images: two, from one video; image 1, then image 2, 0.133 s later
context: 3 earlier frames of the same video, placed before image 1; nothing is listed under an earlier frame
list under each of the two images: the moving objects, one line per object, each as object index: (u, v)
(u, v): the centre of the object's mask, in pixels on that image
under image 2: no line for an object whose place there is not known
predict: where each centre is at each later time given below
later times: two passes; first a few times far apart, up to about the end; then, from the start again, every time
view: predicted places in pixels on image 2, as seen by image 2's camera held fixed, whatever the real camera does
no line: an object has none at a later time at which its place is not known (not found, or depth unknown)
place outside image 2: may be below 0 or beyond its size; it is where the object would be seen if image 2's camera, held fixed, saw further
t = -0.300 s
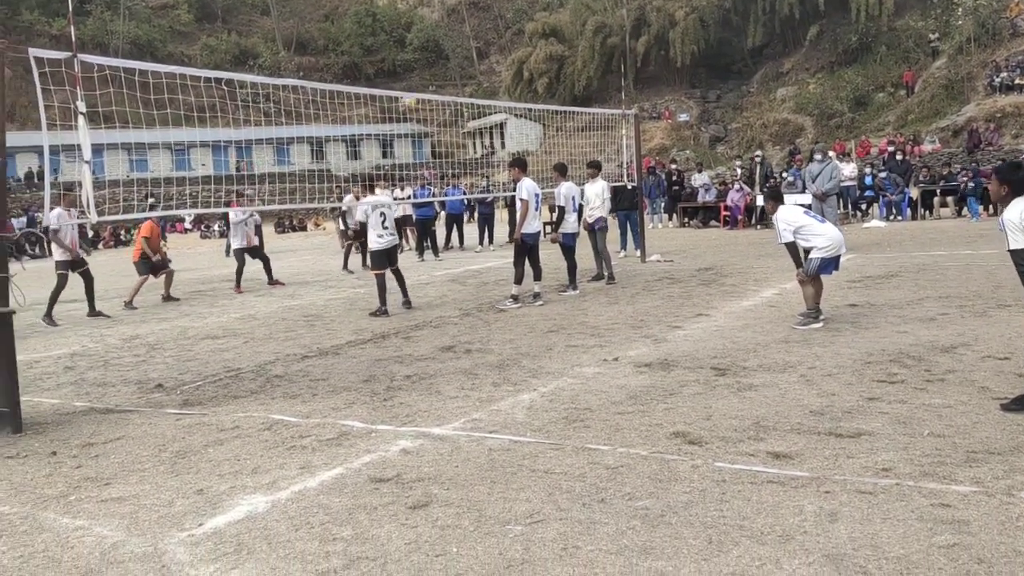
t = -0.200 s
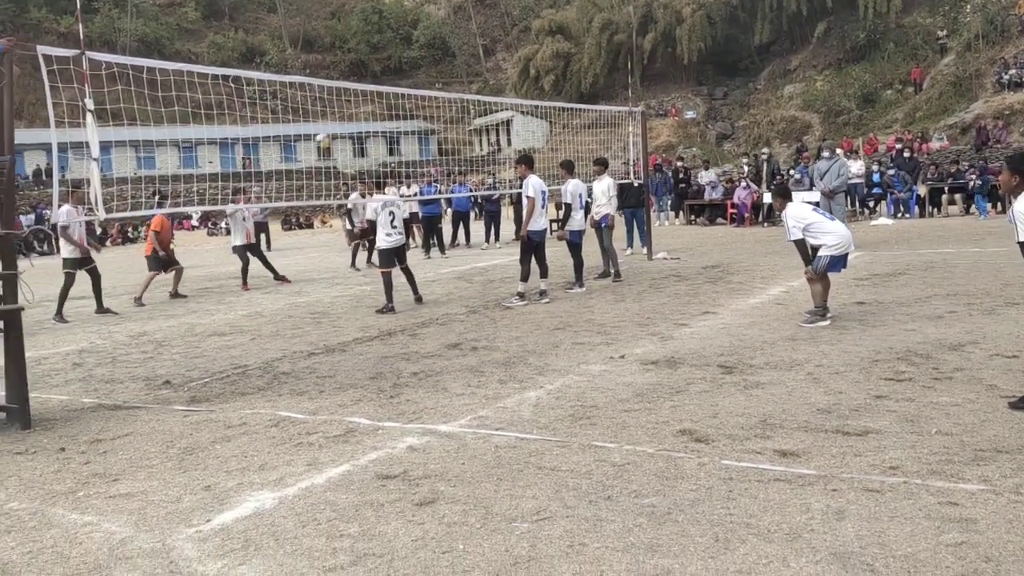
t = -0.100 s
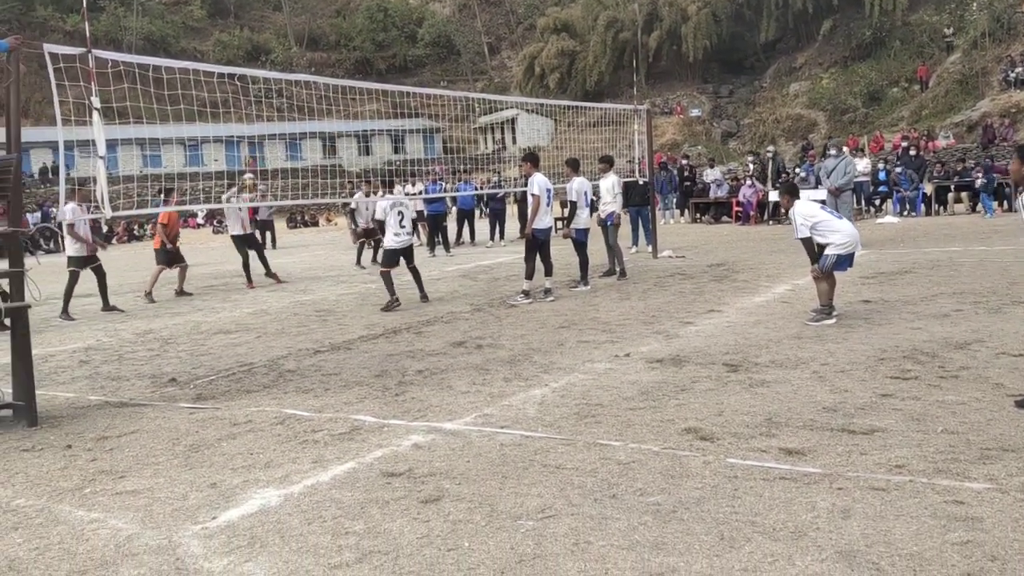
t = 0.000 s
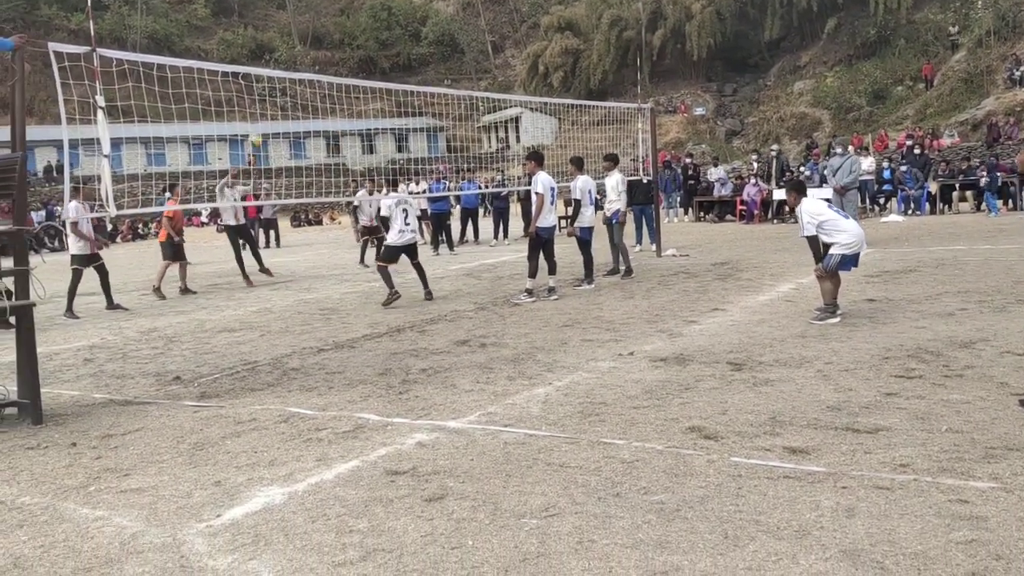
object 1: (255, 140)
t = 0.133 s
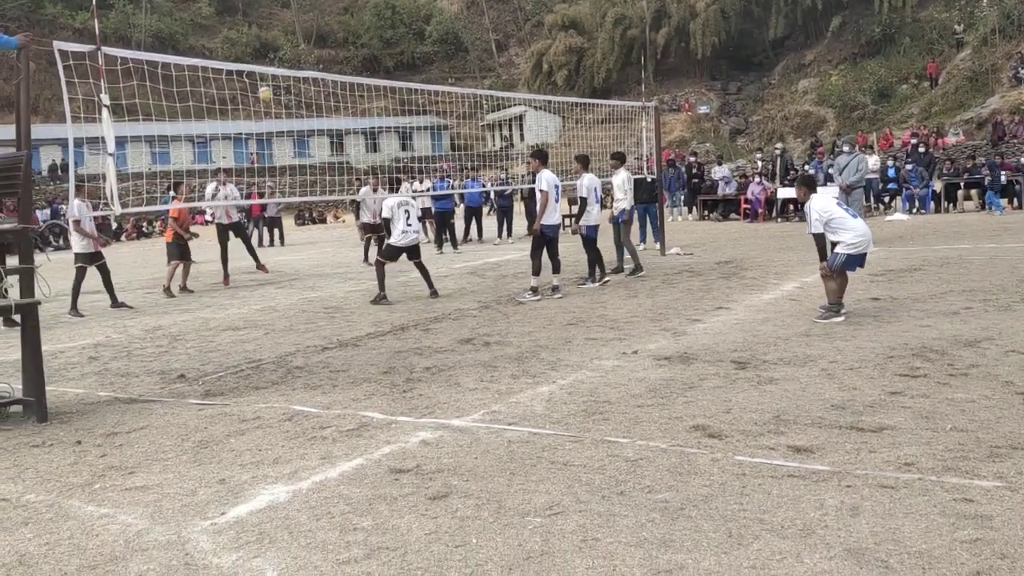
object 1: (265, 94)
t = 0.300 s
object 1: (274, 52)
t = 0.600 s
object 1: (299, 21)
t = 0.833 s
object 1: (324, 42)
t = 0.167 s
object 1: (267, 84)
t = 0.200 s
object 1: (269, 78)
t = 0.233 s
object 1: (271, 64)
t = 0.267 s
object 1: (272, 59)
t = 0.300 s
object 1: (274, 52)
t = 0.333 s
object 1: (277, 46)
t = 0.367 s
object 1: (280, 40)
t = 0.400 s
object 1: (282, 35)
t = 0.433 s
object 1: (284, 31)
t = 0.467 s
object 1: (287, 28)
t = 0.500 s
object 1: (289, 24)
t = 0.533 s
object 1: (292, 23)
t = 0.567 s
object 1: (295, 21)
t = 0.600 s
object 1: (299, 21)
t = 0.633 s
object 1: (302, 22)
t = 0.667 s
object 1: (305, 23)
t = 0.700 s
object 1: (308, 25)
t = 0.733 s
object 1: (312, 28)
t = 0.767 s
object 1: (316, 33)
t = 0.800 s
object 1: (320, 37)
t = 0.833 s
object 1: (324, 42)
